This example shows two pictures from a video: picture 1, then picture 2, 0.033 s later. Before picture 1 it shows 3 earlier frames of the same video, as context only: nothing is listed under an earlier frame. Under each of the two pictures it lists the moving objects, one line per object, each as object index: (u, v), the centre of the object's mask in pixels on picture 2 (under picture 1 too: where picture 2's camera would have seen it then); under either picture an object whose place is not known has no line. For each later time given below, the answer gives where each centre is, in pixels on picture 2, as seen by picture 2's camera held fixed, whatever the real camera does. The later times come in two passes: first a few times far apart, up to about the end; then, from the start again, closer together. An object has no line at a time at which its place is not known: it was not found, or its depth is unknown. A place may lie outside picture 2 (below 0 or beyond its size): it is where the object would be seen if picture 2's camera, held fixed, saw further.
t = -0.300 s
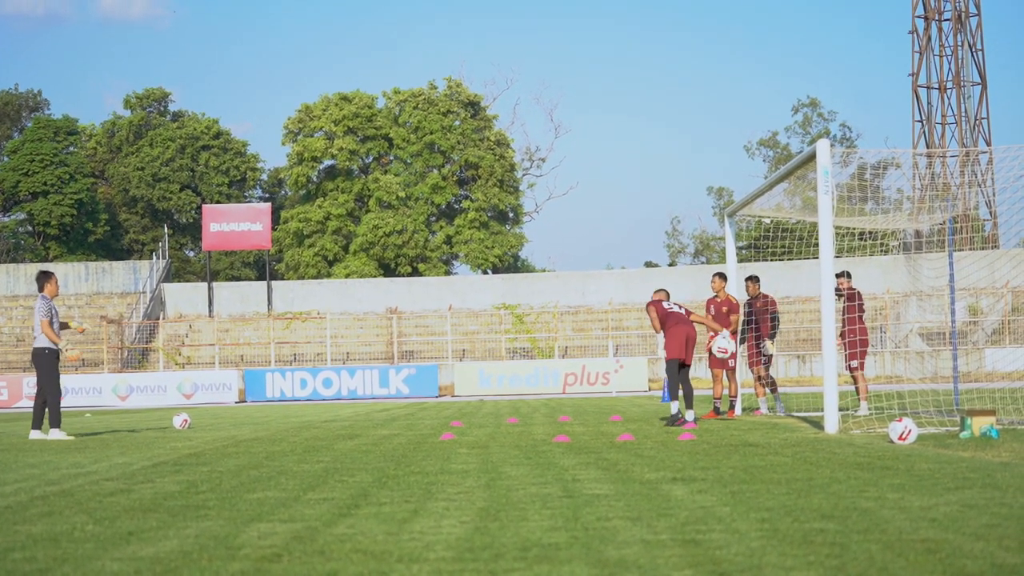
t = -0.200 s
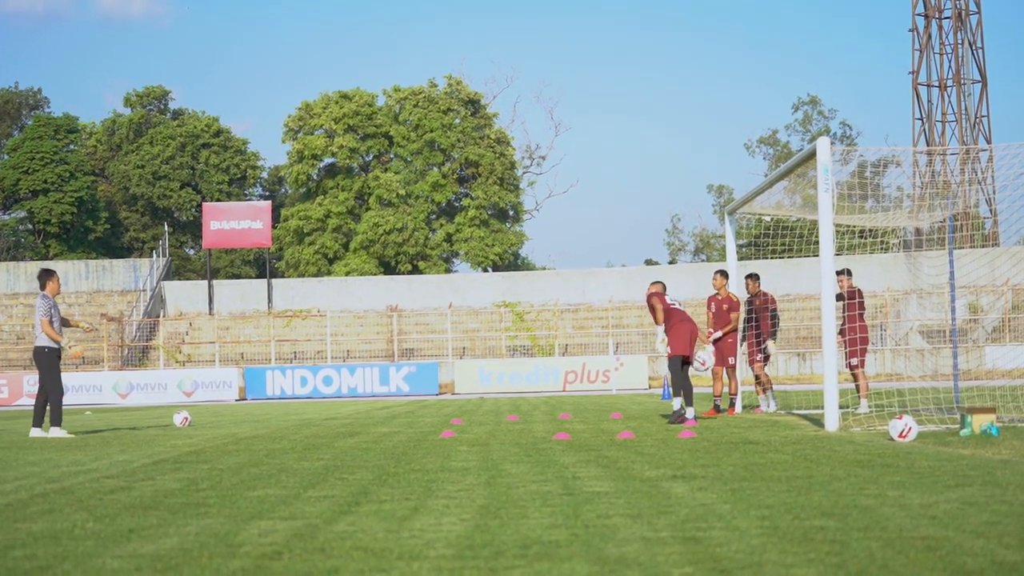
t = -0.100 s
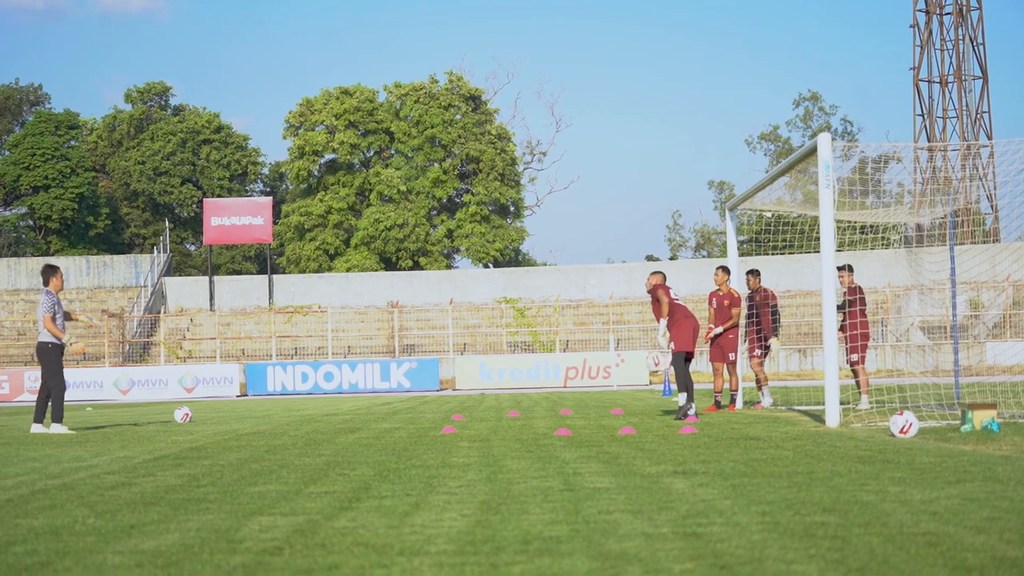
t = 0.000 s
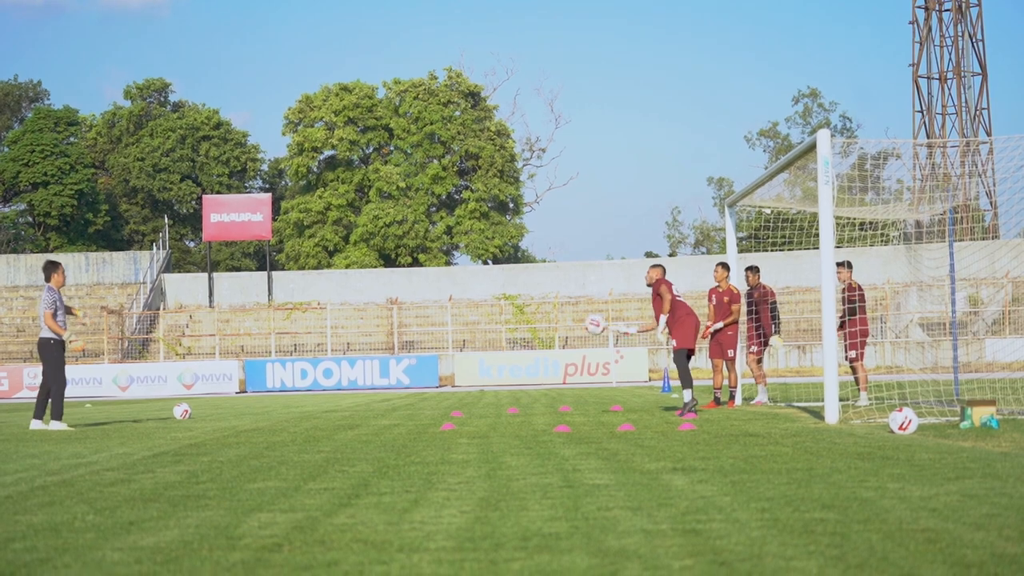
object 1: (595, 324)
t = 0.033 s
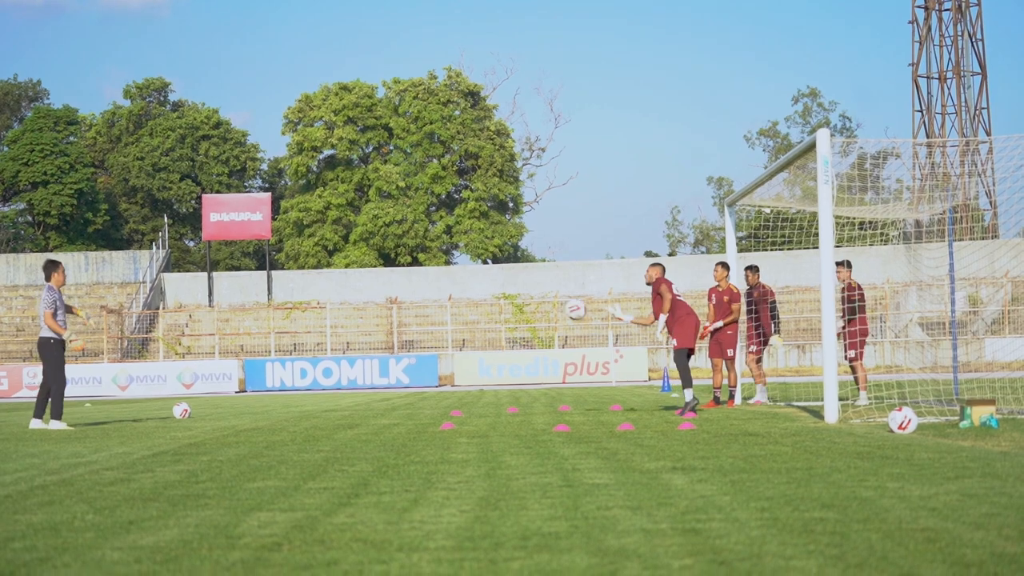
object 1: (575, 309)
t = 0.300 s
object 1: (423, 228)
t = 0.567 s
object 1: (274, 214)
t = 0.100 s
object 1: (537, 284)
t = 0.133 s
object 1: (518, 271)
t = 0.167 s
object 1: (499, 260)
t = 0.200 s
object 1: (480, 251)
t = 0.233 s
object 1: (461, 242)
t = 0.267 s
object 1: (442, 235)
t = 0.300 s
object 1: (423, 228)
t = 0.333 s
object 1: (404, 223)
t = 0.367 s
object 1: (385, 218)
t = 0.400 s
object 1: (366, 215)
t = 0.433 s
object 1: (348, 213)
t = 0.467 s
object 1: (330, 212)
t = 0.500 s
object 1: (311, 212)
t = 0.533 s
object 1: (292, 213)
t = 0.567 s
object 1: (274, 214)
